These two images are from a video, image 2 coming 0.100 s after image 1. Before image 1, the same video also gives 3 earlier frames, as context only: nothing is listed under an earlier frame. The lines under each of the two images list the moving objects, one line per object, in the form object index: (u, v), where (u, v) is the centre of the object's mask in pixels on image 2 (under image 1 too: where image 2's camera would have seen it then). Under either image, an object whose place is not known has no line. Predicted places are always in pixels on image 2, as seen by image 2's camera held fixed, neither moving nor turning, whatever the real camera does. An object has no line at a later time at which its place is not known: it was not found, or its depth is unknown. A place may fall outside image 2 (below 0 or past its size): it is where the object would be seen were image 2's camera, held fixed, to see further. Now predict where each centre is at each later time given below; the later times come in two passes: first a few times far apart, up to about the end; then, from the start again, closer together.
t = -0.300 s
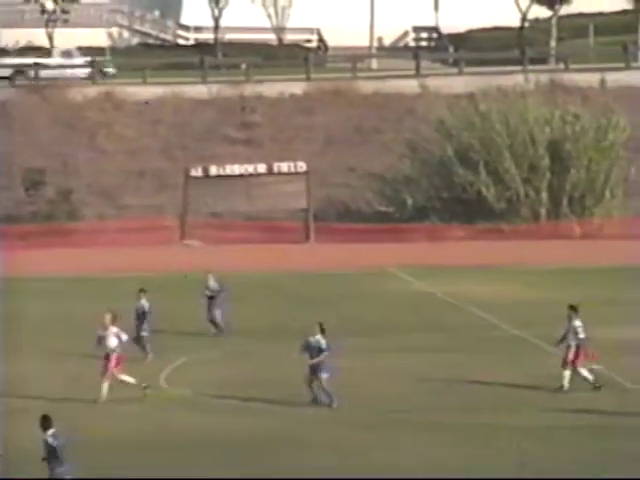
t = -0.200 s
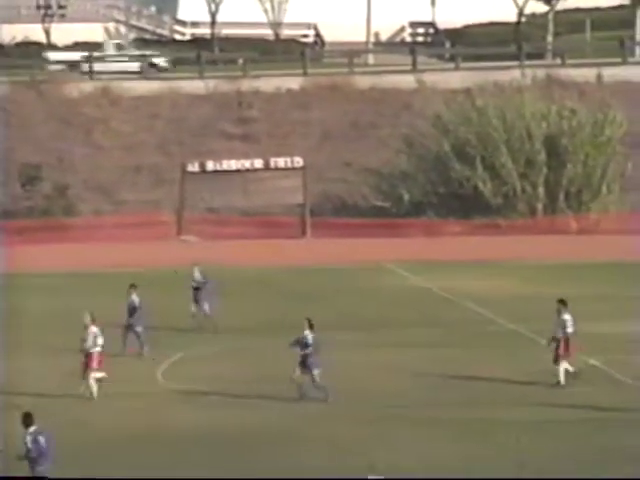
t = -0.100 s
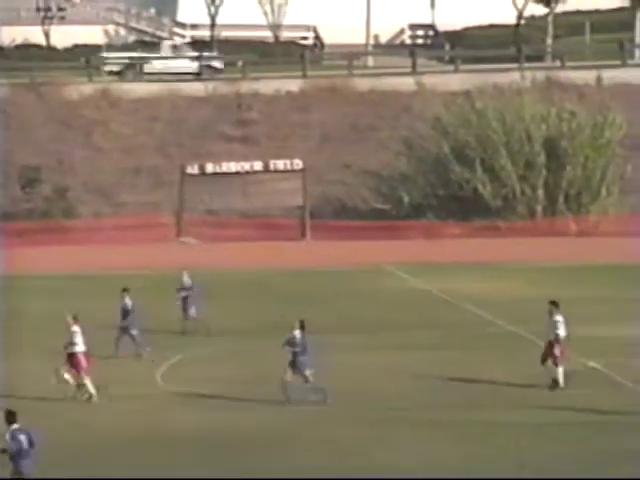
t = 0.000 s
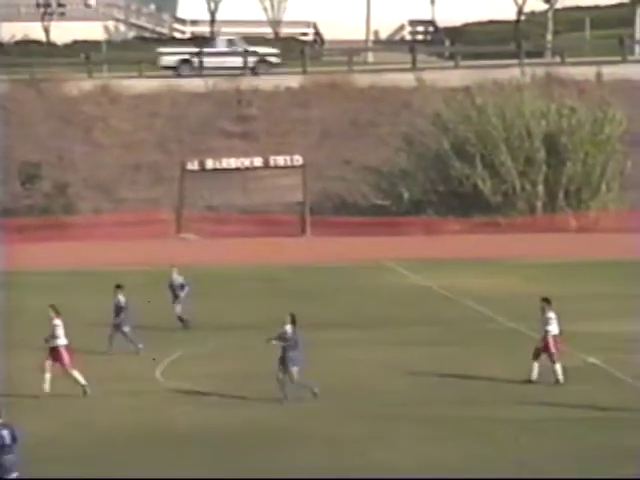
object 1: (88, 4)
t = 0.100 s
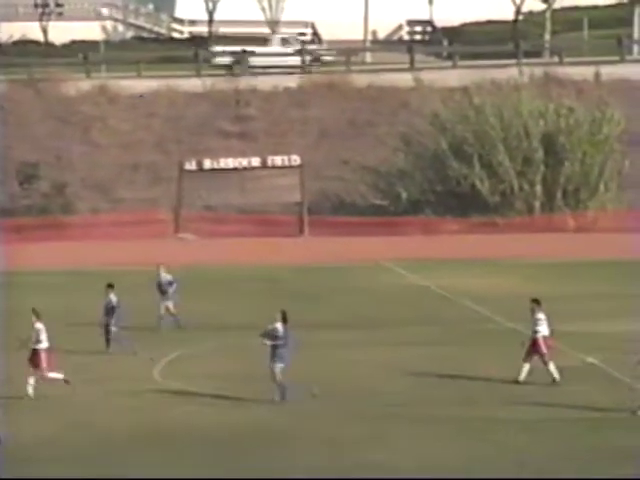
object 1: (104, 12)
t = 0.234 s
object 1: (123, 34)
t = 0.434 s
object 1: (153, 86)
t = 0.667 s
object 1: (185, 170)
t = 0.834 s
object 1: (205, 244)
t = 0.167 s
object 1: (115, 24)
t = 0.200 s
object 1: (119, 29)
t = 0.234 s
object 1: (123, 34)
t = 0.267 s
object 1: (129, 41)
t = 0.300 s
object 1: (134, 49)
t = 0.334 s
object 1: (139, 57)
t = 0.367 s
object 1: (144, 67)
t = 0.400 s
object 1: (148, 75)
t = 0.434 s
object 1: (153, 86)
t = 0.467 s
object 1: (159, 95)
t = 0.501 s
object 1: (163, 106)
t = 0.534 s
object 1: (168, 118)
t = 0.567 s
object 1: (173, 131)
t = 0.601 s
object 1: (177, 143)
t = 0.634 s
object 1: (180, 154)
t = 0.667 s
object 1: (185, 170)
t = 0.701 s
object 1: (189, 183)
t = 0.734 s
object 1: (194, 197)
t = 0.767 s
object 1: (197, 212)
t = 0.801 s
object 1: (201, 228)
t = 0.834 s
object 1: (205, 244)
